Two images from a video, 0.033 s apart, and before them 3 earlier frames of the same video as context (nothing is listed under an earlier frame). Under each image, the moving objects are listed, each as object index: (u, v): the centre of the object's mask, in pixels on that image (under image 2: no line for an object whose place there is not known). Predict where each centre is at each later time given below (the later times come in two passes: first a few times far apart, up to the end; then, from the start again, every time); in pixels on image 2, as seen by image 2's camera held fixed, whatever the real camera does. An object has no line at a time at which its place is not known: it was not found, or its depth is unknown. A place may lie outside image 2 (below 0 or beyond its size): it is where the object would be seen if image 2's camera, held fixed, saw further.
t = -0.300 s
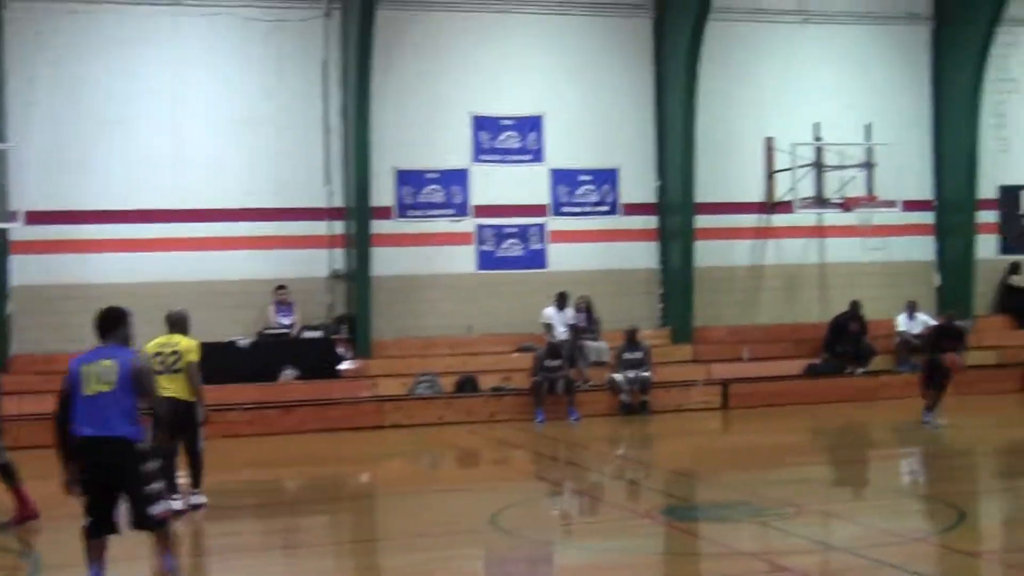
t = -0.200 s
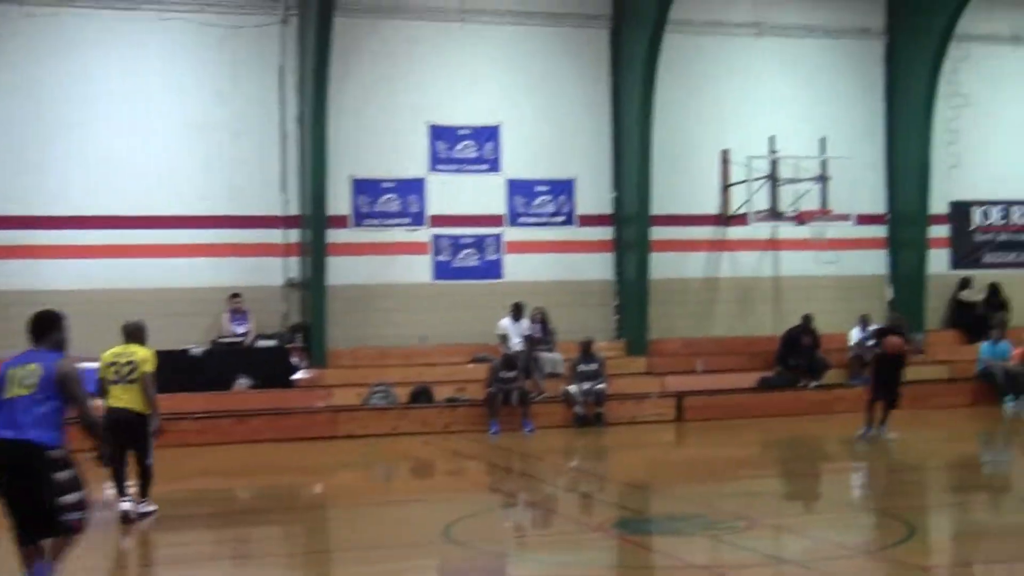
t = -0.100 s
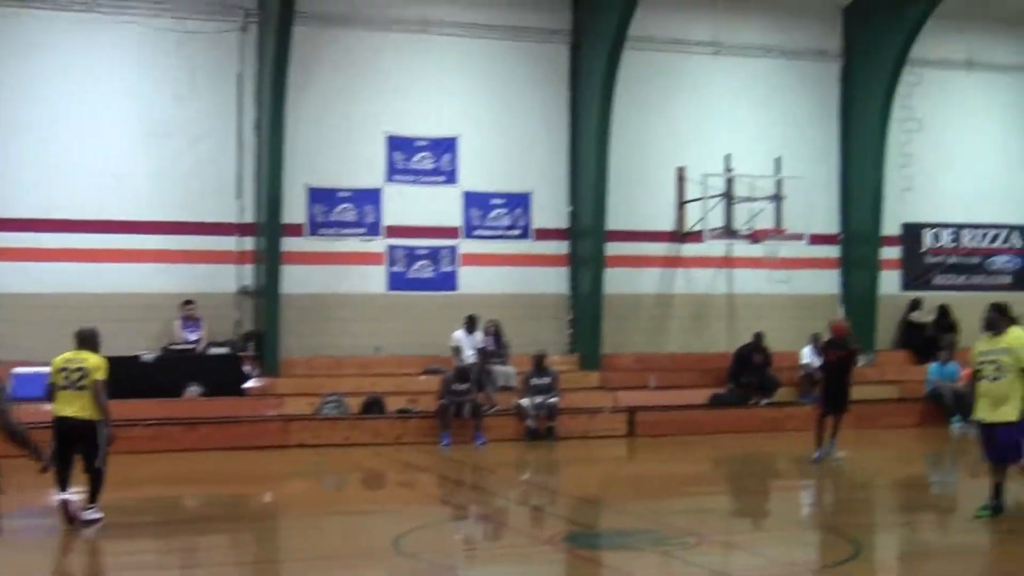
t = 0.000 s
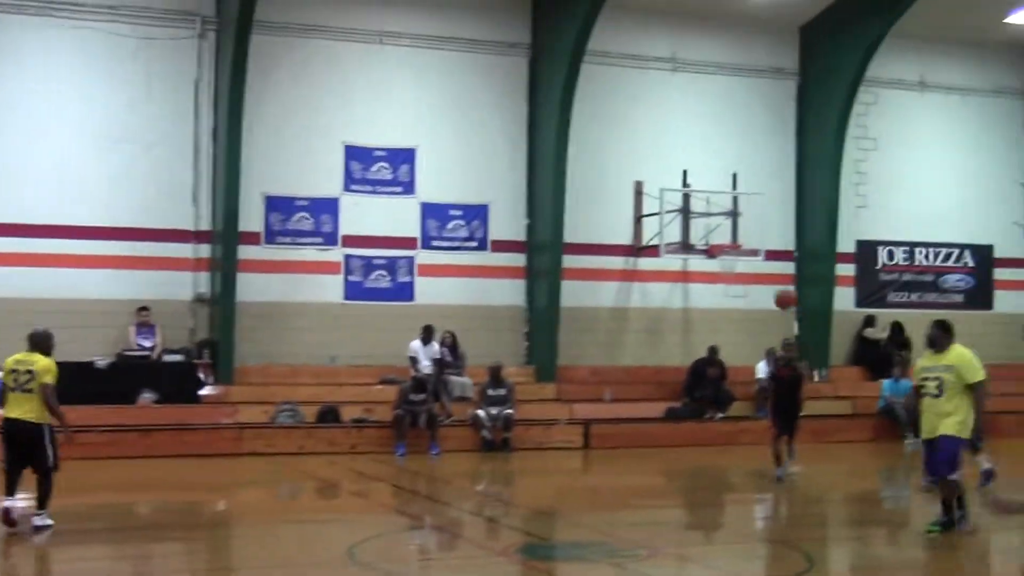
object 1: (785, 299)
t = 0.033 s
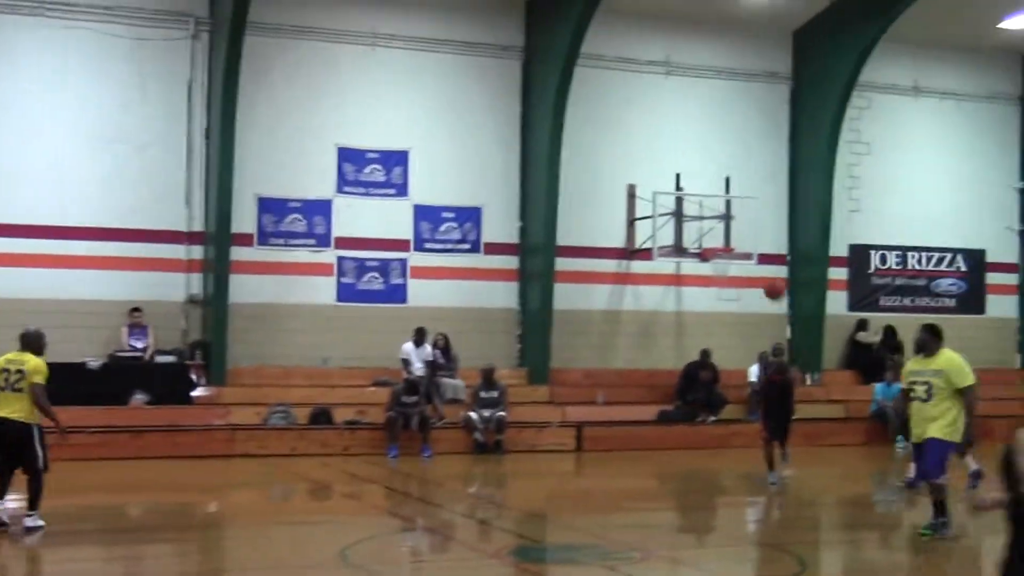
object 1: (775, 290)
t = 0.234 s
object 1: (752, 215)
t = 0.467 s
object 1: (707, 158)
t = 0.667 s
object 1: (645, 155)
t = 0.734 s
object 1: (613, 171)
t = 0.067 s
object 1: (772, 277)
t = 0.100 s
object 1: (768, 262)
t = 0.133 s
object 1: (765, 251)
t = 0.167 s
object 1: (761, 238)
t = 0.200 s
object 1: (757, 226)
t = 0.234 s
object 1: (752, 215)
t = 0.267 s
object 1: (747, 204)
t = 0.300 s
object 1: (741, 195)
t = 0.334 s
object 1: (735, 185)
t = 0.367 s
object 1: (729, 177)
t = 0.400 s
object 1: (722, 170)
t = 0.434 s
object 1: (715, 163)
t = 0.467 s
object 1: (707, 158)
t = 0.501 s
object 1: (699, 154)
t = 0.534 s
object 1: (690, 151)
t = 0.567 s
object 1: (680, 149)
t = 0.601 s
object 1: (670, 149)
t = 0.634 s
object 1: (658, 151)
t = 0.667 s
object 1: (645, 155)
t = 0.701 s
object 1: (630, 161)
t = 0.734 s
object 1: (613, 171)
